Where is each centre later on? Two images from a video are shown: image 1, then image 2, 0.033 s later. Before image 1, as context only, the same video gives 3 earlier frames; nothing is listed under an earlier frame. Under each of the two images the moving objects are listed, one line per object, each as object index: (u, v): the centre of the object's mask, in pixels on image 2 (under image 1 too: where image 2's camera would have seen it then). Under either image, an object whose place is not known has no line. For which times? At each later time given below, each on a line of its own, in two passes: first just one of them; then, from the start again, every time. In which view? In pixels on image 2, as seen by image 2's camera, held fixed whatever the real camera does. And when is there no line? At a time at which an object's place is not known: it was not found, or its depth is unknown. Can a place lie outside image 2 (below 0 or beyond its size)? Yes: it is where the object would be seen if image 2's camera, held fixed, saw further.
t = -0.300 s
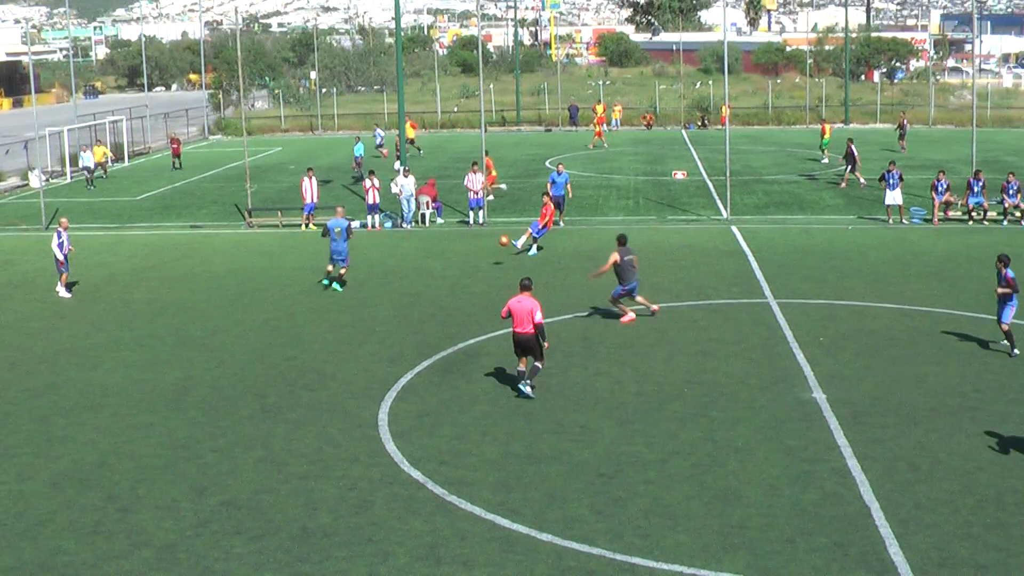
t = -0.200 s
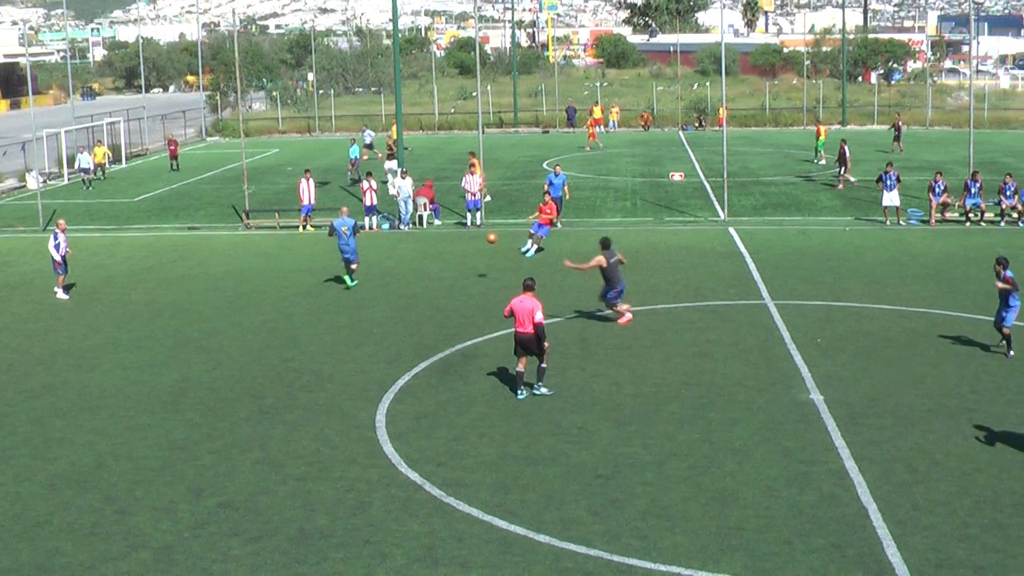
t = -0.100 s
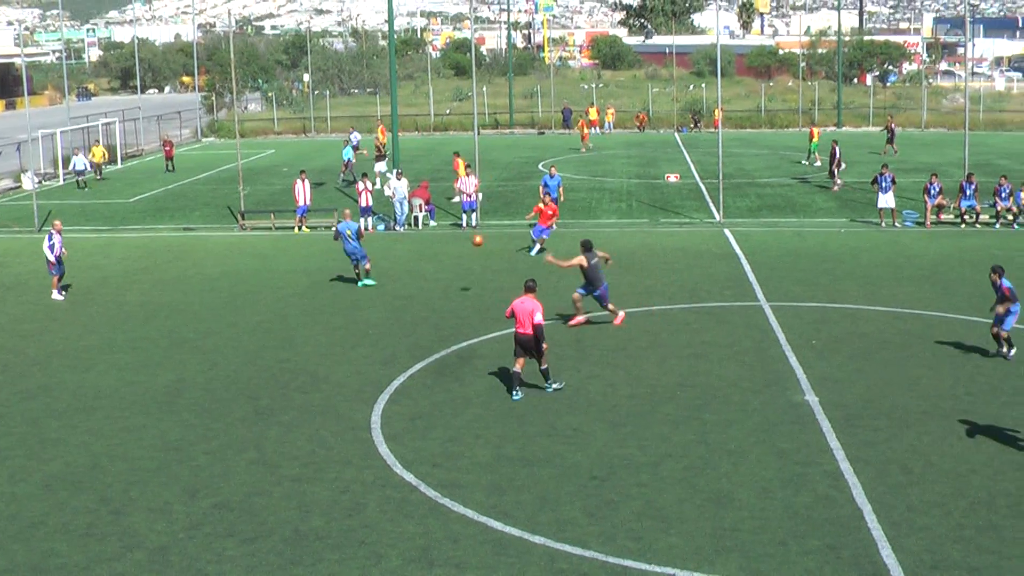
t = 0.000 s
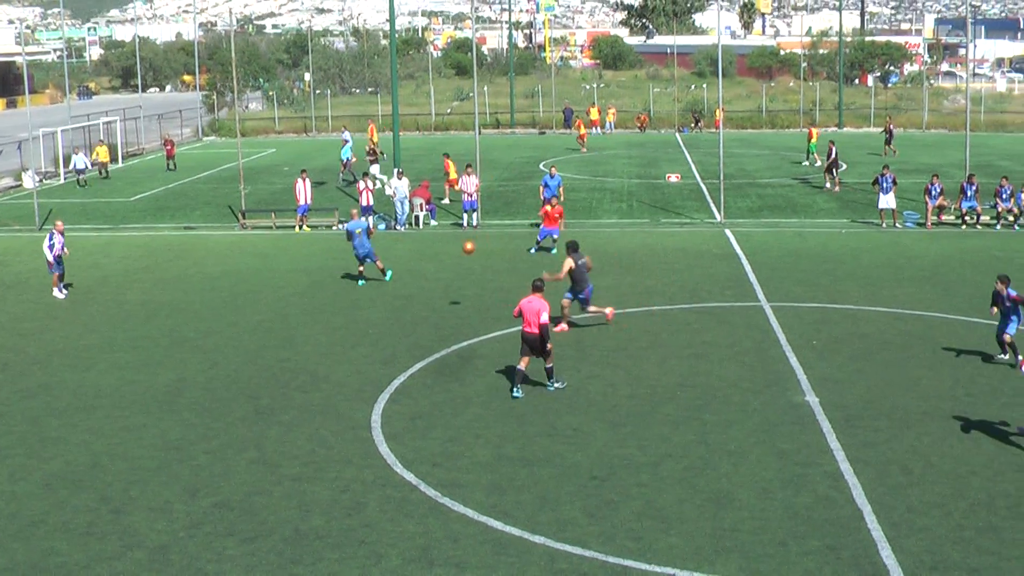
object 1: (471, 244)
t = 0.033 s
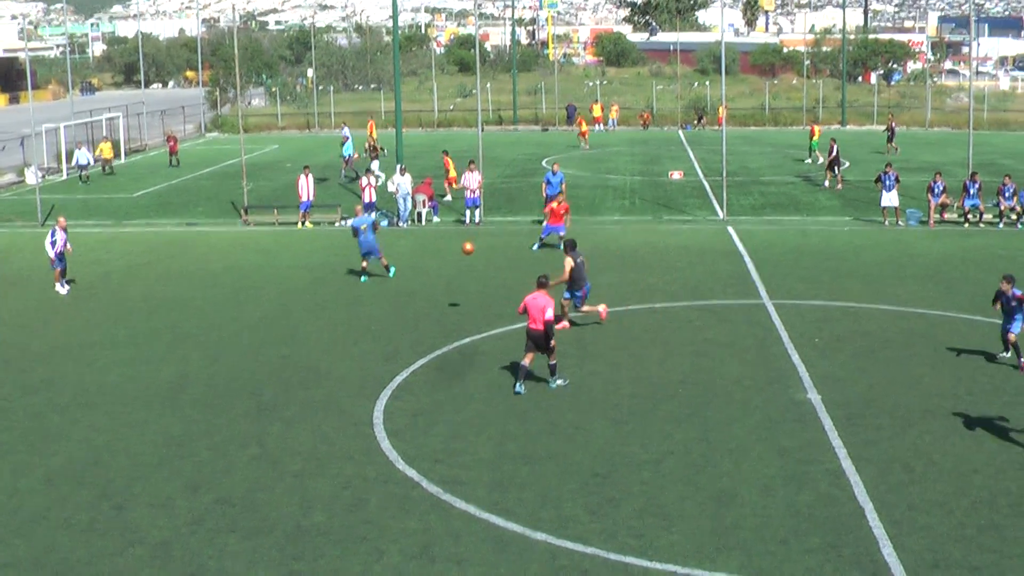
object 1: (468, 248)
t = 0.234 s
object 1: (448, 289)
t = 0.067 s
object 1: (465, 252)
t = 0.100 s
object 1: (461, 258)
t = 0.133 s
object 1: (458, 264)
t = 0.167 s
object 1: (455, 271)
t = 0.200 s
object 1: (452, 280)
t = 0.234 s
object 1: (448, 289)
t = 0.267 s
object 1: (445, 300)
